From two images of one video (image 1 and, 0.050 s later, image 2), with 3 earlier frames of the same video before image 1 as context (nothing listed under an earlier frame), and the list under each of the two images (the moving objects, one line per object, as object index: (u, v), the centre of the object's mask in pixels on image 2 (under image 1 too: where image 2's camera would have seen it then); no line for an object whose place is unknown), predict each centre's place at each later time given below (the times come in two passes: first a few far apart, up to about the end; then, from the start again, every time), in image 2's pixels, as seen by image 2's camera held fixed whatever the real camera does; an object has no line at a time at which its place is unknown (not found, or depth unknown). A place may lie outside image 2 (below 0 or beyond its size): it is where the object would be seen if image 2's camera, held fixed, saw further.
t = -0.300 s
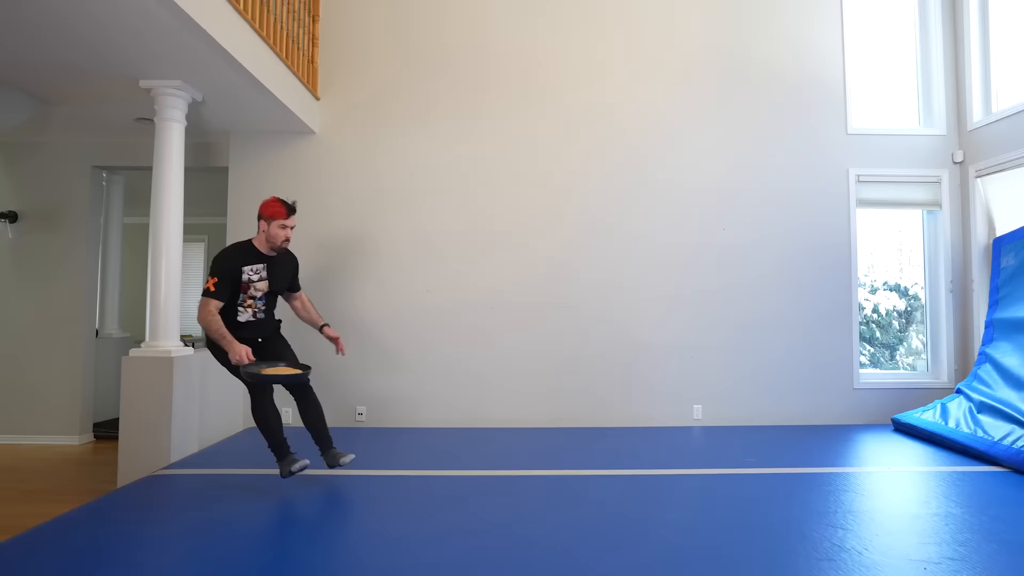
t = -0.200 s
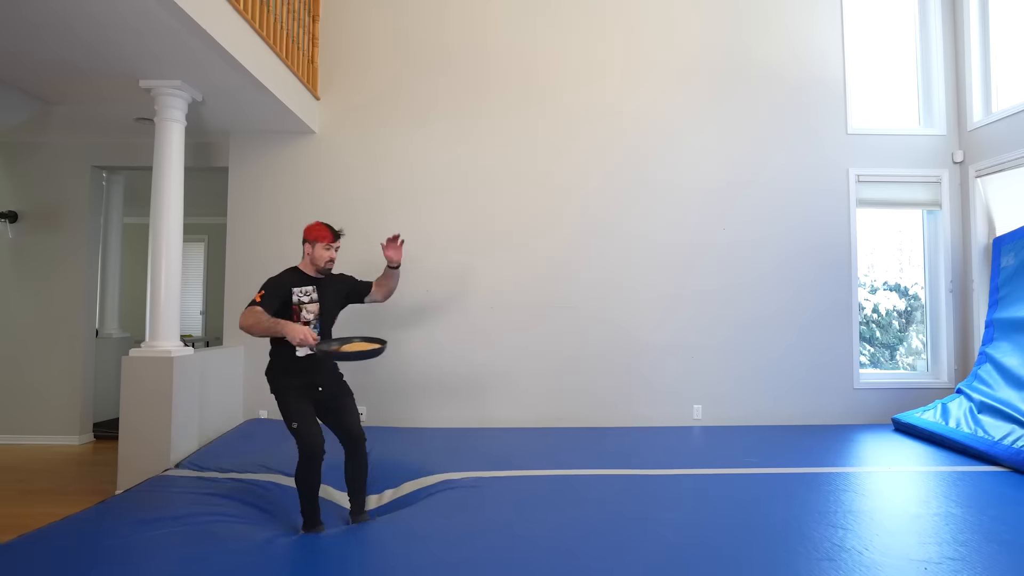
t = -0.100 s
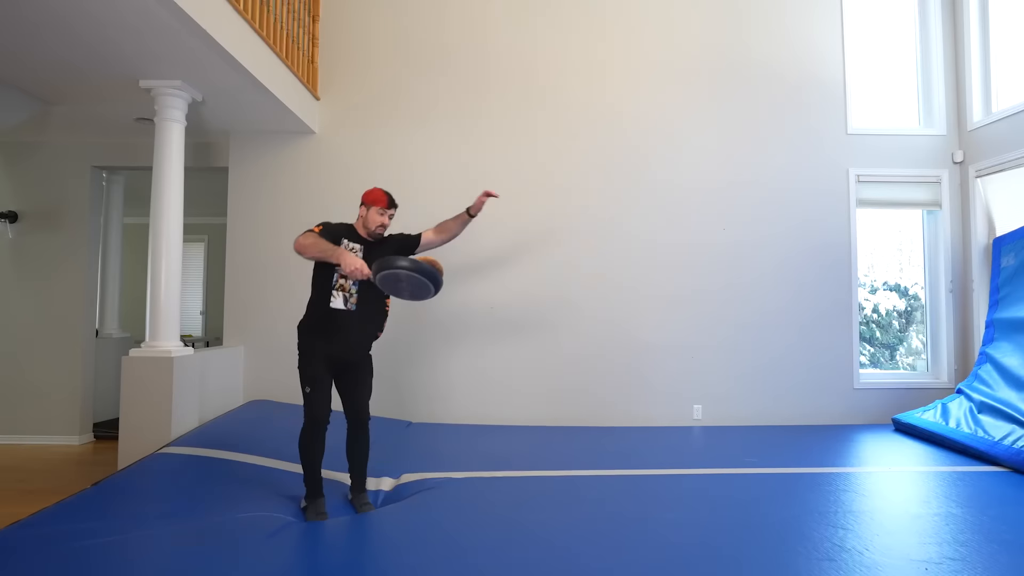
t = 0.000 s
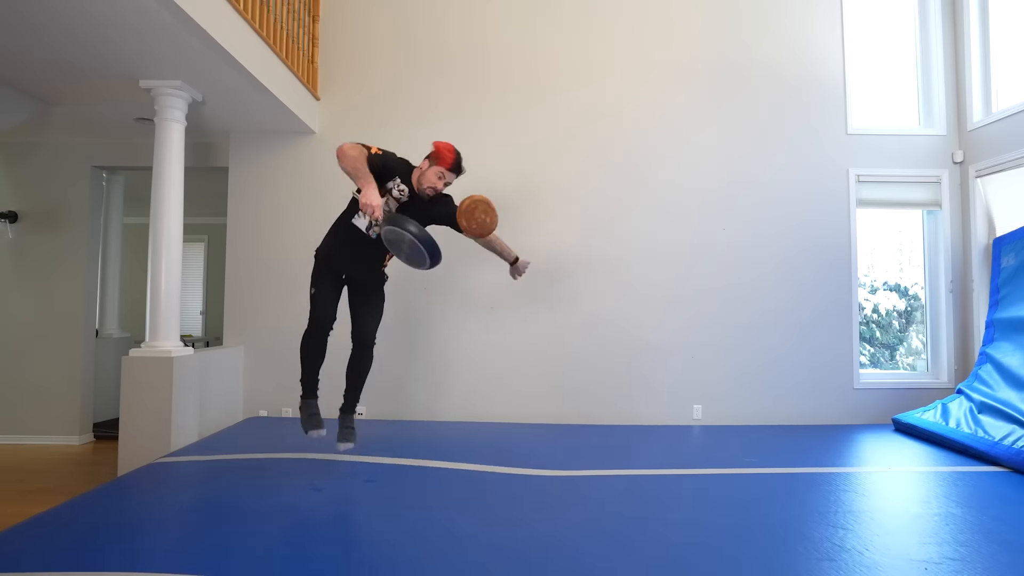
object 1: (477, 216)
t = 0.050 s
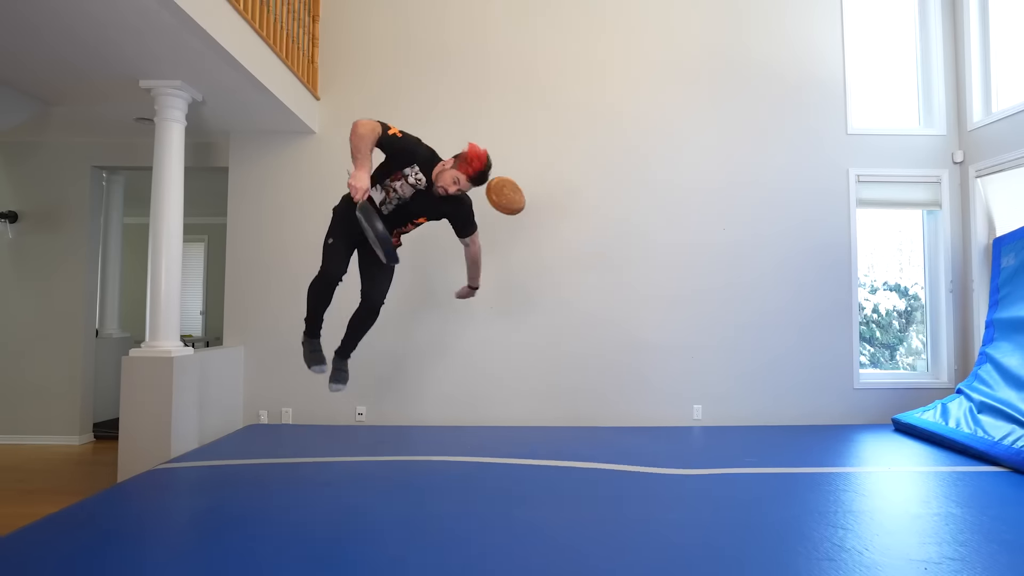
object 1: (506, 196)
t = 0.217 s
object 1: (601, 169)
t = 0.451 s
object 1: (738, 244)
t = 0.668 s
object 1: (871, 438)
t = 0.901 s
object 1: (911, 506)
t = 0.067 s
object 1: (515, 190)
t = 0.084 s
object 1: (525, 185)
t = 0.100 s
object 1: (534, 180)
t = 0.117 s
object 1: (543, 176)
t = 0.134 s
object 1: (553, 173)
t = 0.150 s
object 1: (563, 171)
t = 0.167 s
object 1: (573, 170)
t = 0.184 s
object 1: (582, 169)
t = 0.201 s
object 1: (592, 168)
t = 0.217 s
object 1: (601, 169)
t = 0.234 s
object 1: (611, 170)
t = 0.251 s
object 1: (620, 171)
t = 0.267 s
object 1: (630, 173)
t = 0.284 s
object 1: (639, 176)
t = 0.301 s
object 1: (649, 180)
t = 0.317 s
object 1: (659, 184)
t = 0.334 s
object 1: (669, 189)
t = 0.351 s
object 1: (678, 194)
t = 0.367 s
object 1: (688, 201)
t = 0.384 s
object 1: (698, 208)
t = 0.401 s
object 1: (708, 216)
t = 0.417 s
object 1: (718, 224)
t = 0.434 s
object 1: (728, 234)
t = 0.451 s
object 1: (738, 244)
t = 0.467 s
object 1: (748, 254)
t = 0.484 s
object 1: (758, 266)
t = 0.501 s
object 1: (768, 278)
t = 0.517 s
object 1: (779, 290)
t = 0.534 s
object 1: (789, 303)
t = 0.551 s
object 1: (799, 317)
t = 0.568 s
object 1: (809, 332)
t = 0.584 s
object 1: (820, 347)
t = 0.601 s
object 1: (830, 364)
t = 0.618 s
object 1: (840, 381)
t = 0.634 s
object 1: (850, 399)
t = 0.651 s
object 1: (861, 418)
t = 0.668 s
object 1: (871, 438)
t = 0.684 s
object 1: (882, 458)
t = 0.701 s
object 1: (893, 480)
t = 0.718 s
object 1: (903, 502)
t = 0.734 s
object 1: (915, 526)
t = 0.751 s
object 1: (920, 535)
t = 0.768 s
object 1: (921, 532)
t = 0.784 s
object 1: (922, 529)
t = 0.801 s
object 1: (919, 524)
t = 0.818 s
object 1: (918, 519)
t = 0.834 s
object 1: (916, 515)
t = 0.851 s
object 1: (915, 512)
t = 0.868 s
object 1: (913, 509)
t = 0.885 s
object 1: (912, 508)
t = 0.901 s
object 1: (911, 506)
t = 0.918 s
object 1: (909, 506)
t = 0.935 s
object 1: (908, 506)
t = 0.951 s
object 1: (907, 507)
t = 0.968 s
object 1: (906, 508)
